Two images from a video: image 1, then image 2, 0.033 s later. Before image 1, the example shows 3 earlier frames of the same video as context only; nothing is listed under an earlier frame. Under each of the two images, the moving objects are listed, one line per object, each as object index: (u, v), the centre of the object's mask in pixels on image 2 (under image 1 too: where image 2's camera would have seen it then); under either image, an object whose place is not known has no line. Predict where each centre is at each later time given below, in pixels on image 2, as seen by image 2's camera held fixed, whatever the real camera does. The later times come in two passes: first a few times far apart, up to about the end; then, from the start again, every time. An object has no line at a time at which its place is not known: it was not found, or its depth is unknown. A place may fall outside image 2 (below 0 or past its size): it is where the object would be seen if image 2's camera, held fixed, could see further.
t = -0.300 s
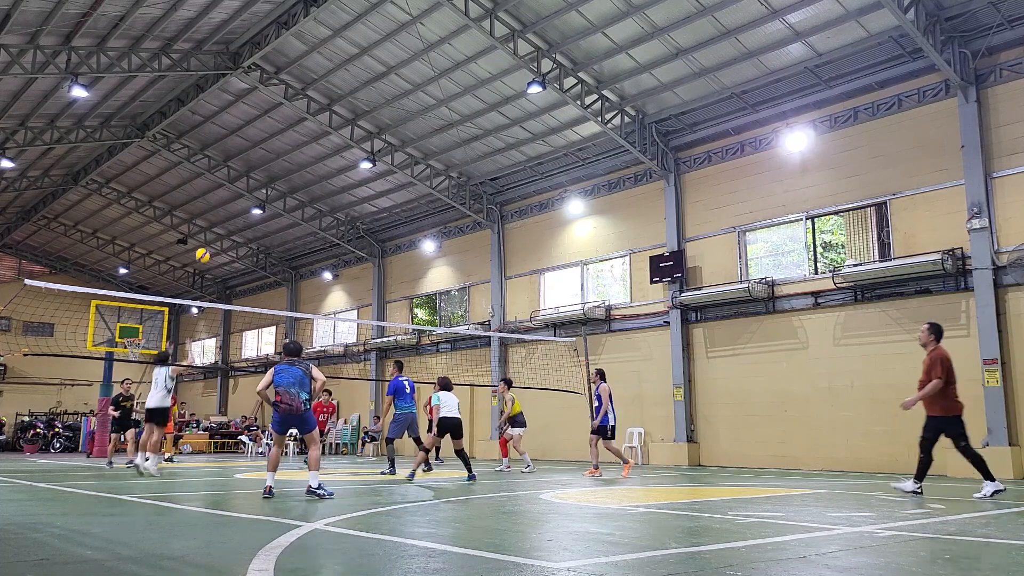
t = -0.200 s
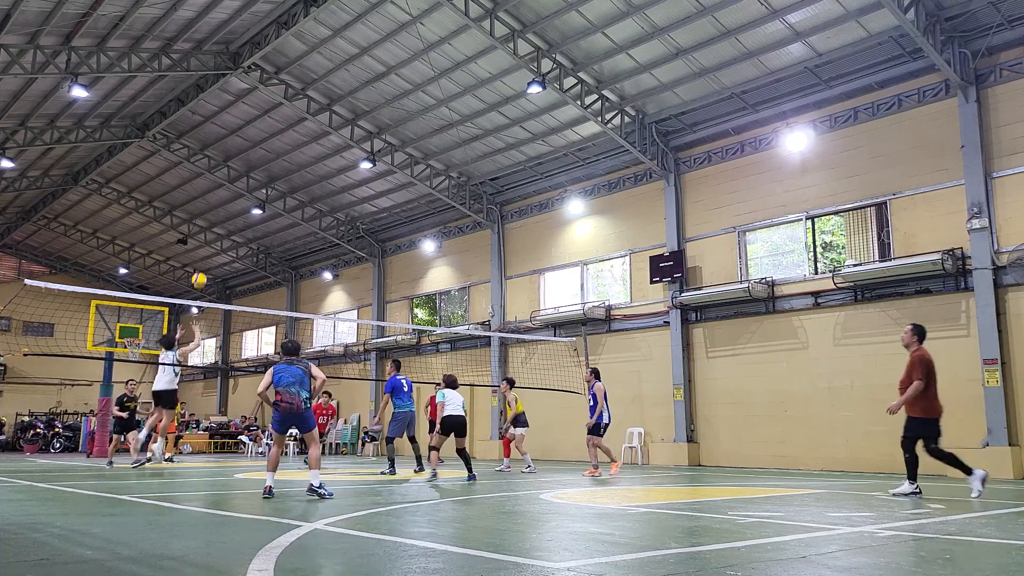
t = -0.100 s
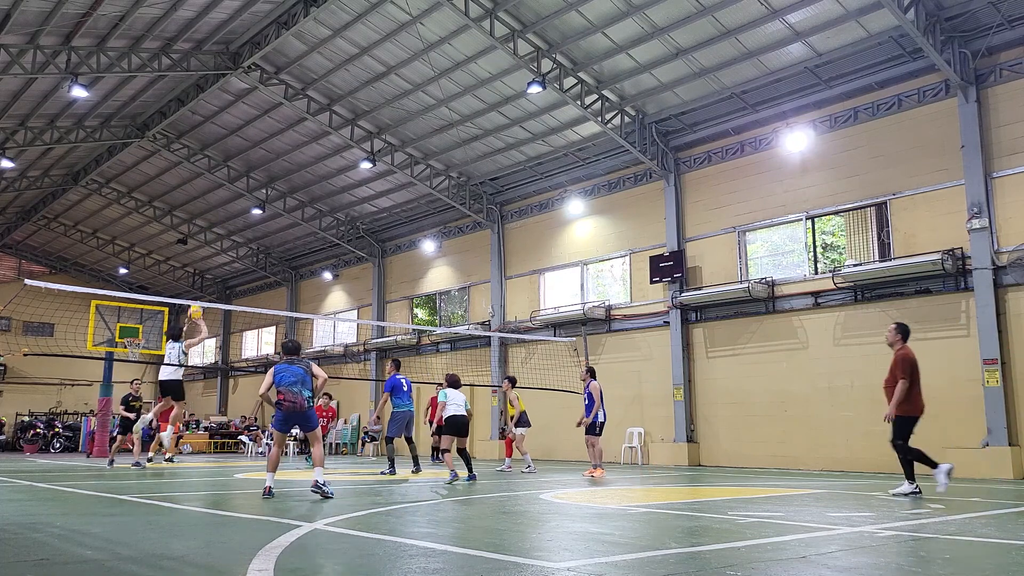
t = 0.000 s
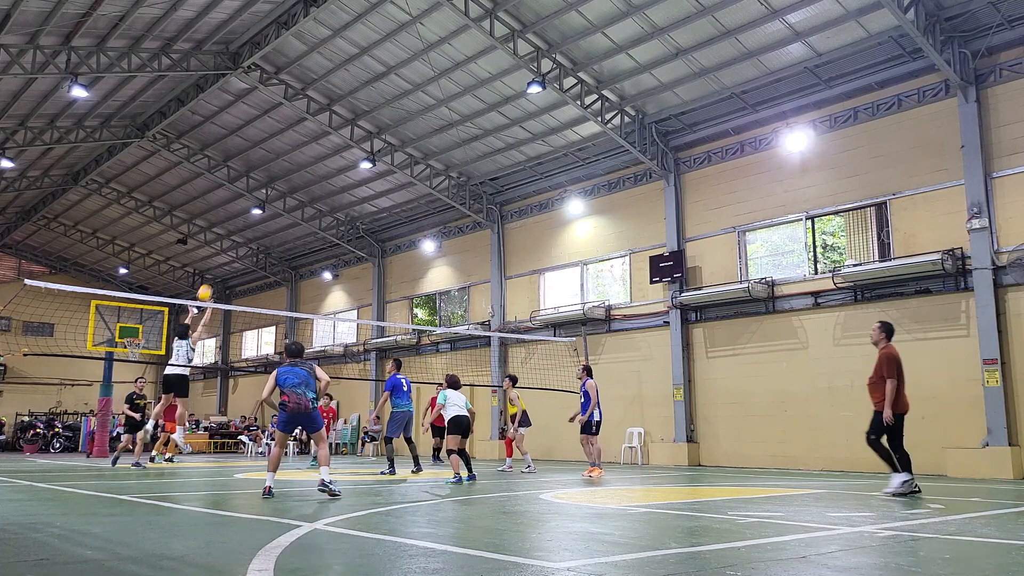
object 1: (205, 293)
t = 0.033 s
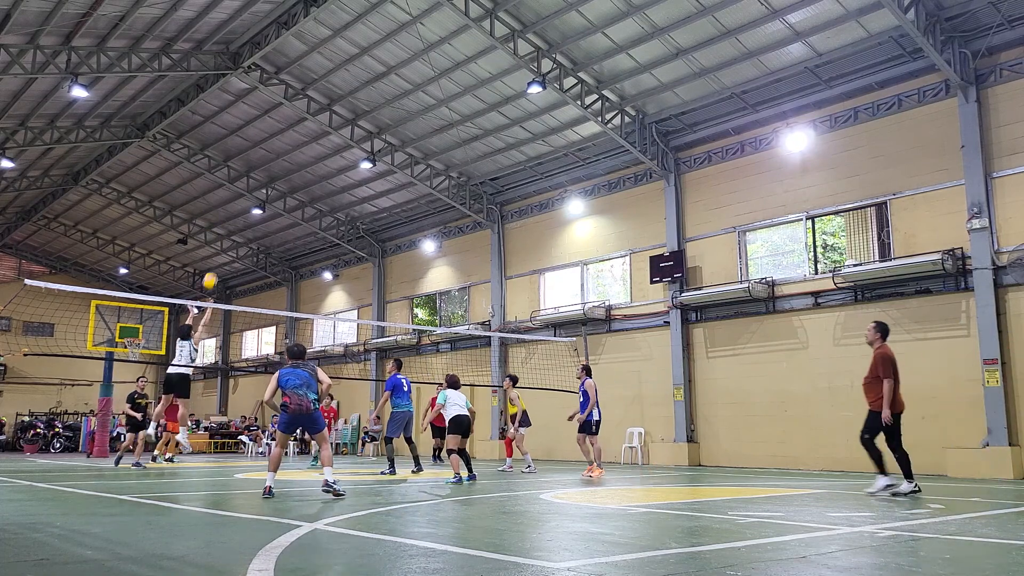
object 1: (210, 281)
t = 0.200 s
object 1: (233, 231)
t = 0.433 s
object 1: (261, 194)
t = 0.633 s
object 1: (281, 189)
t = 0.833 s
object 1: (300, 204)
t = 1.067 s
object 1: (320, 248)
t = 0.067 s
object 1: (215, 269)
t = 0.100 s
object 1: (219, 258)
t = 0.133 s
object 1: (224, 248)
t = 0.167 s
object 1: (228, 240)
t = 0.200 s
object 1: (233, 231)
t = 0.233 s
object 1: (237, 224)
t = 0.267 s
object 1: (241, 217)
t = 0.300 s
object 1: (245, 212)
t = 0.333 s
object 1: (249, 206)
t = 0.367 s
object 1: (253, 201)
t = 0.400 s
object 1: (257, 198)
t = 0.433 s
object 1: (261, 194)
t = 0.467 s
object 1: (264, 192)
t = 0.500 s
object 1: (268, 190)
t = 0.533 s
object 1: (271, 189)
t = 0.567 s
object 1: (275, 188)
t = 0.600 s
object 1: (278, 188)
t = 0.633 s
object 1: (281, 189)
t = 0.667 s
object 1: (285, 190)
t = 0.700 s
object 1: (288, 192)
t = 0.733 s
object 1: (291, 194)
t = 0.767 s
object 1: (294, 197)
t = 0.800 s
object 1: (297, 200)
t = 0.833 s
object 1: (300, 204)
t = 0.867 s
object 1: (303, 209)
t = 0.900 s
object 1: (306, 214)
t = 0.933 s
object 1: (309, 220)
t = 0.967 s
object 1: (312, 226)
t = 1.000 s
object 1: (314, 233)
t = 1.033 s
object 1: (317, 240)
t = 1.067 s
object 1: (320, 248)
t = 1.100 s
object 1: (322, 257)
